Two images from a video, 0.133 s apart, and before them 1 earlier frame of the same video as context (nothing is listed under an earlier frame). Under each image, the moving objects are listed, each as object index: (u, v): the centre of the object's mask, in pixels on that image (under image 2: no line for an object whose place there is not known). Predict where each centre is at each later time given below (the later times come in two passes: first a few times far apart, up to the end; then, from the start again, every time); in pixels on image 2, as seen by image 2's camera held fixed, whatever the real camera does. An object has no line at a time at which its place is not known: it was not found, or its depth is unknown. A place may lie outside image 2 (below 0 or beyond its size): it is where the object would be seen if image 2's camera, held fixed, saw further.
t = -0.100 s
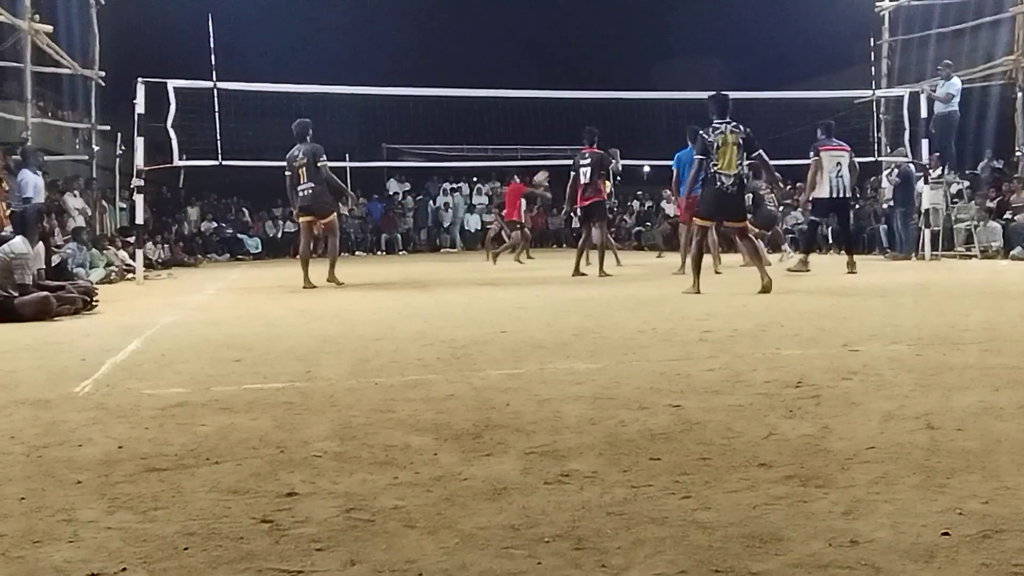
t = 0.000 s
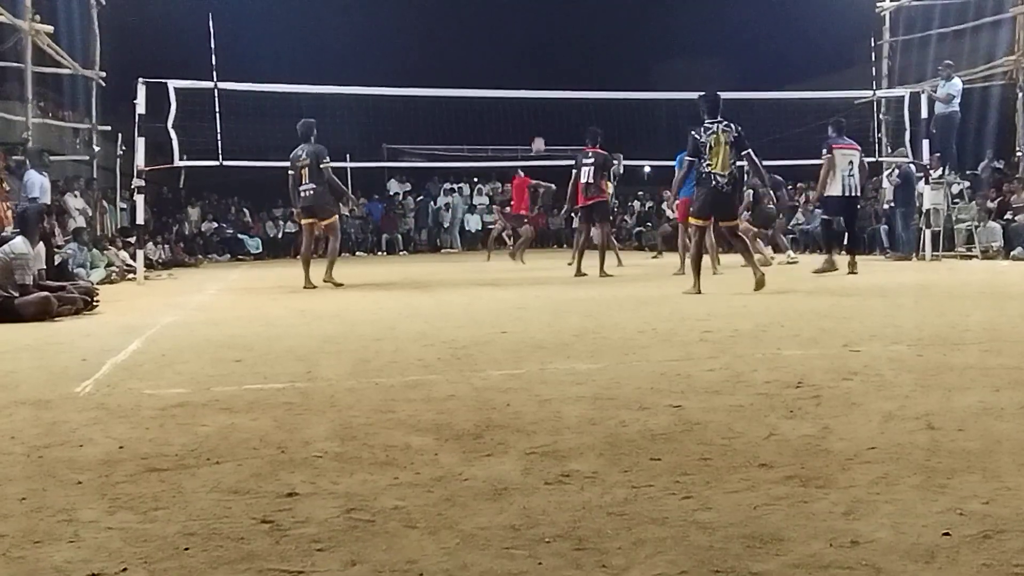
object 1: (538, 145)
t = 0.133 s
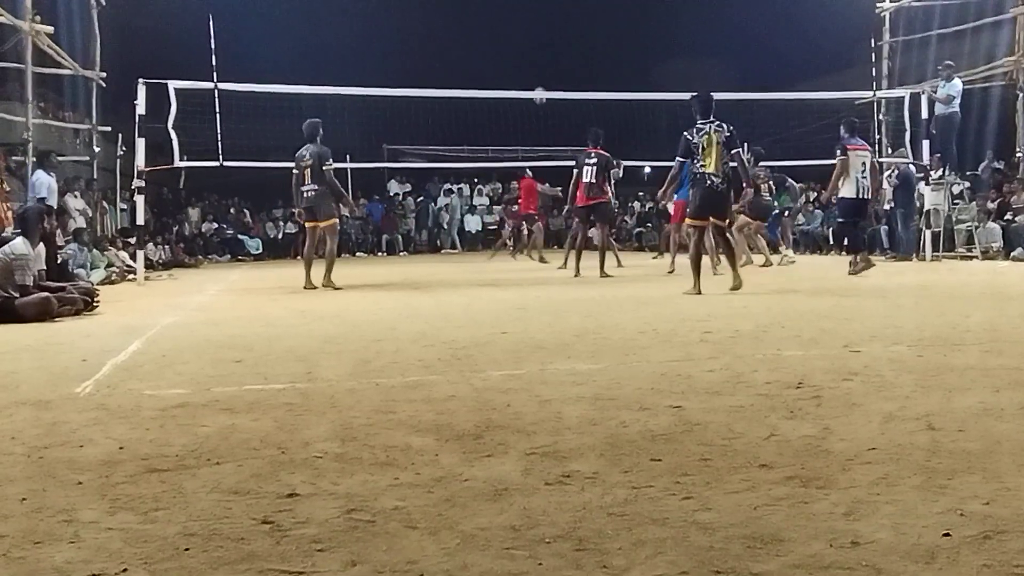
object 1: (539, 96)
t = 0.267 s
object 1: (541, 55)
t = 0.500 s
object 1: (542, 9)
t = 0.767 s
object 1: (545, 0)
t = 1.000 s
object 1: (547, 17)
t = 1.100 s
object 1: (547, 36)
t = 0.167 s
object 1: (540, 84)
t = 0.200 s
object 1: (540, 74)
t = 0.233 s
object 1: (540, 65)
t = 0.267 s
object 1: (541, 55)
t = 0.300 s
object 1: (541, 47)
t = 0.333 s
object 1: (541, 39)
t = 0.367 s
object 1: (541, 32)
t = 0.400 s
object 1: (541, 26)
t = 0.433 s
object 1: (542, 19)
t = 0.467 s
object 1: (542, 14)
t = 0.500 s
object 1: (542, 9)
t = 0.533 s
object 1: (542, 6)
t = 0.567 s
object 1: (542, 4)
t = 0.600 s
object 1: (543, 2)
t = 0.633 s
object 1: (543, 1)
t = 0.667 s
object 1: (544, 1)
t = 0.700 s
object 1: (544, 0)
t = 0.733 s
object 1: (544, 0)
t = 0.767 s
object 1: (545, 0)
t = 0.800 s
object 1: (544, 1)
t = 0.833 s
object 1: (545, 1)
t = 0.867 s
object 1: (545, 2)
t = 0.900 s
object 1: (545, 4)
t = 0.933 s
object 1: (546, 8)
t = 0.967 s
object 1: (546, 12)
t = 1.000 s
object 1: (547, 17)
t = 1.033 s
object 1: (547, 23)
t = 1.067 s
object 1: (547, 29)
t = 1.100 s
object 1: (547, 36)
